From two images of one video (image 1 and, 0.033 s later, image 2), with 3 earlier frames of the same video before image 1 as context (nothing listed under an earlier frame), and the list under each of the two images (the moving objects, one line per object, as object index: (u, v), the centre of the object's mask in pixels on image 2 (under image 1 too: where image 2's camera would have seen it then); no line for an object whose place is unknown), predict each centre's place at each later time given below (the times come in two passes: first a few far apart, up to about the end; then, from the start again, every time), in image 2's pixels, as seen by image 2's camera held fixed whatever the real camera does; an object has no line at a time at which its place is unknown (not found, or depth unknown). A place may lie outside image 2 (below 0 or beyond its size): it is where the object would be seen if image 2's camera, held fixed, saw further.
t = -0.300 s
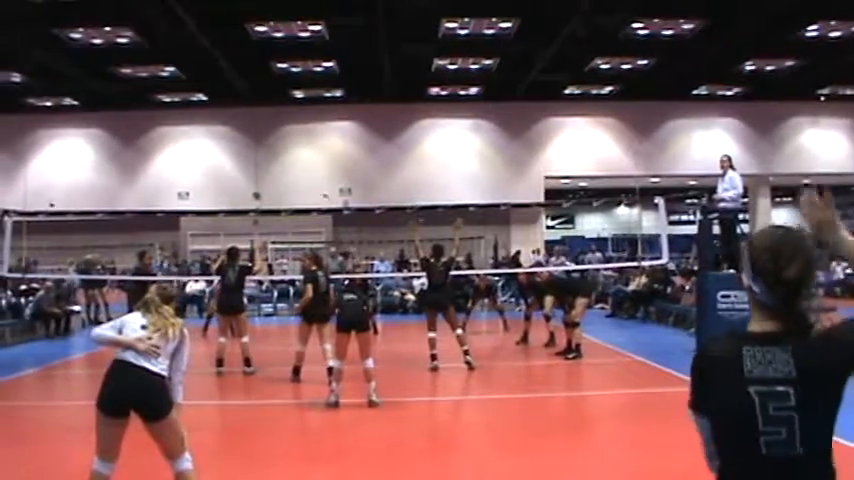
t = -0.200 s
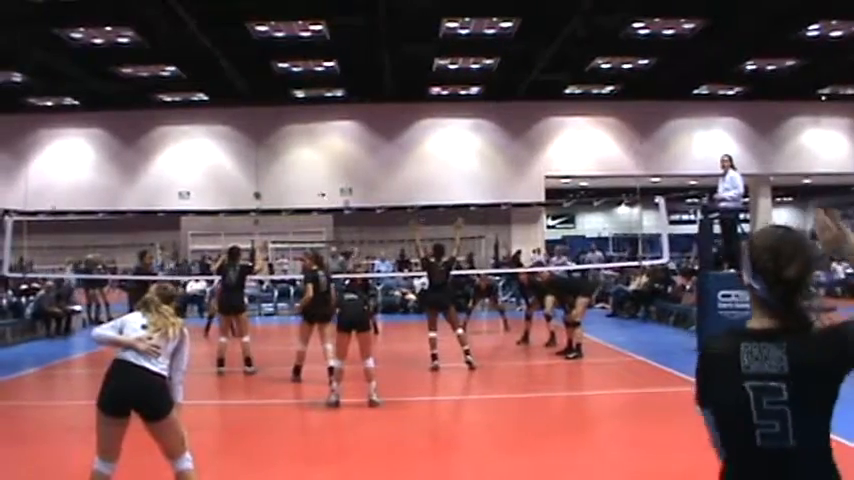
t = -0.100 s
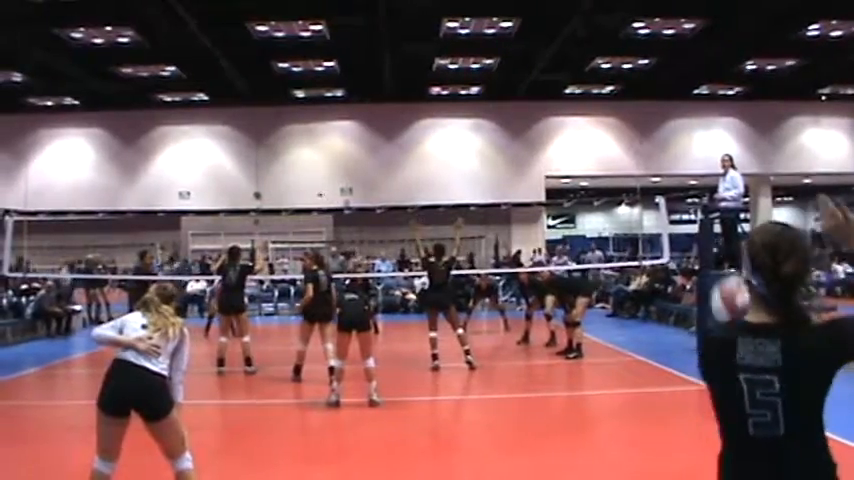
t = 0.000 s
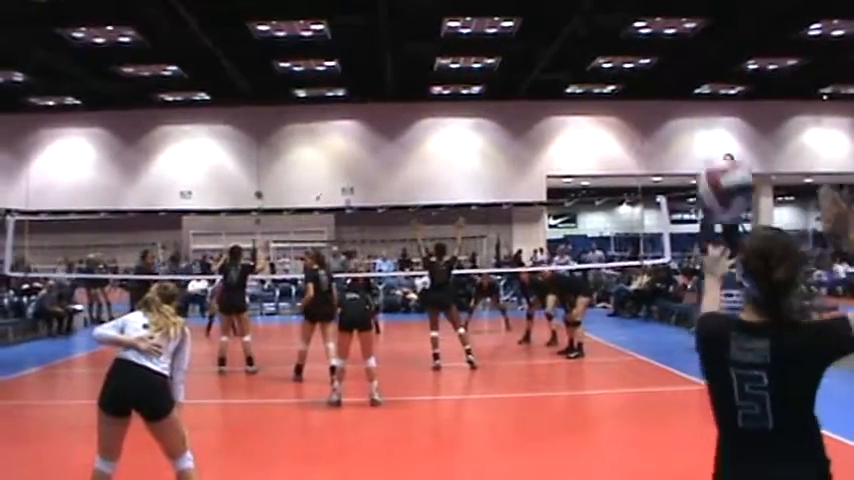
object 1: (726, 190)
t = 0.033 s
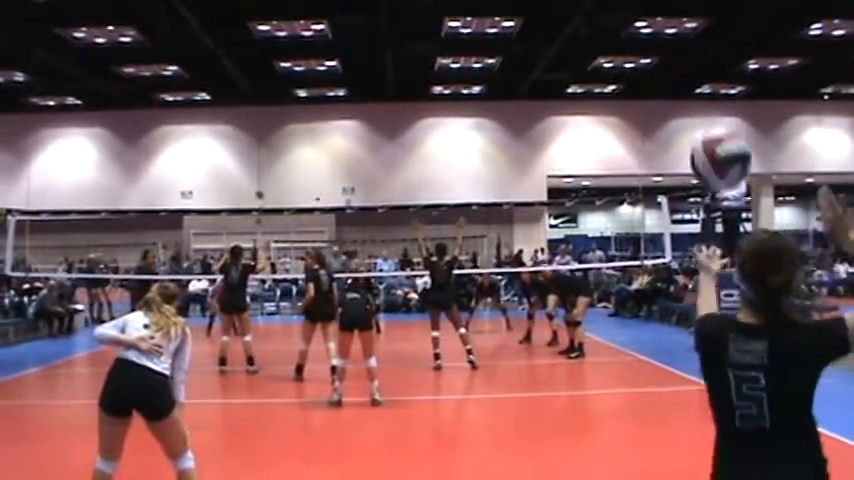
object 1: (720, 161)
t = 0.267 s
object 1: (690, 51)
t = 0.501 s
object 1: (667, 88)
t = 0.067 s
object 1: (715, 131)
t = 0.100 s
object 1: (711, 108)
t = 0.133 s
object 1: (705, 90)
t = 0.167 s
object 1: (701, 76)
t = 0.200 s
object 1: (697, 64)
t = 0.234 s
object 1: (694, 55)
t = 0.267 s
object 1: (690, 51)
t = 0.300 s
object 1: (686, 48)
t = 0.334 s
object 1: (682, 49)
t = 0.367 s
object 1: (680, 52)
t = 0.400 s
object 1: (677, 58)
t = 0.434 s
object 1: (674, 66)
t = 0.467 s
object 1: (669, 75)
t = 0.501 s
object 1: (667, 88)
